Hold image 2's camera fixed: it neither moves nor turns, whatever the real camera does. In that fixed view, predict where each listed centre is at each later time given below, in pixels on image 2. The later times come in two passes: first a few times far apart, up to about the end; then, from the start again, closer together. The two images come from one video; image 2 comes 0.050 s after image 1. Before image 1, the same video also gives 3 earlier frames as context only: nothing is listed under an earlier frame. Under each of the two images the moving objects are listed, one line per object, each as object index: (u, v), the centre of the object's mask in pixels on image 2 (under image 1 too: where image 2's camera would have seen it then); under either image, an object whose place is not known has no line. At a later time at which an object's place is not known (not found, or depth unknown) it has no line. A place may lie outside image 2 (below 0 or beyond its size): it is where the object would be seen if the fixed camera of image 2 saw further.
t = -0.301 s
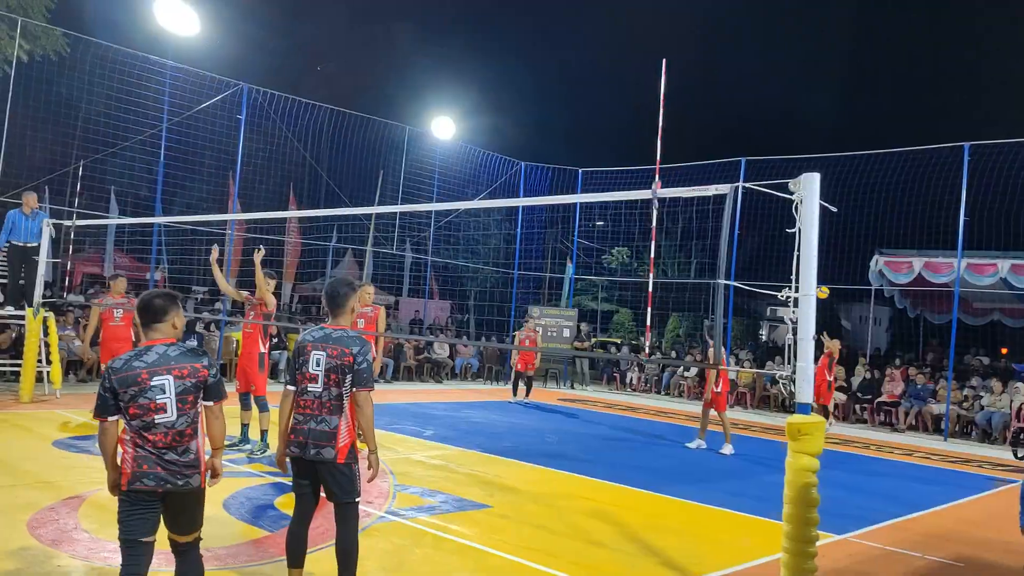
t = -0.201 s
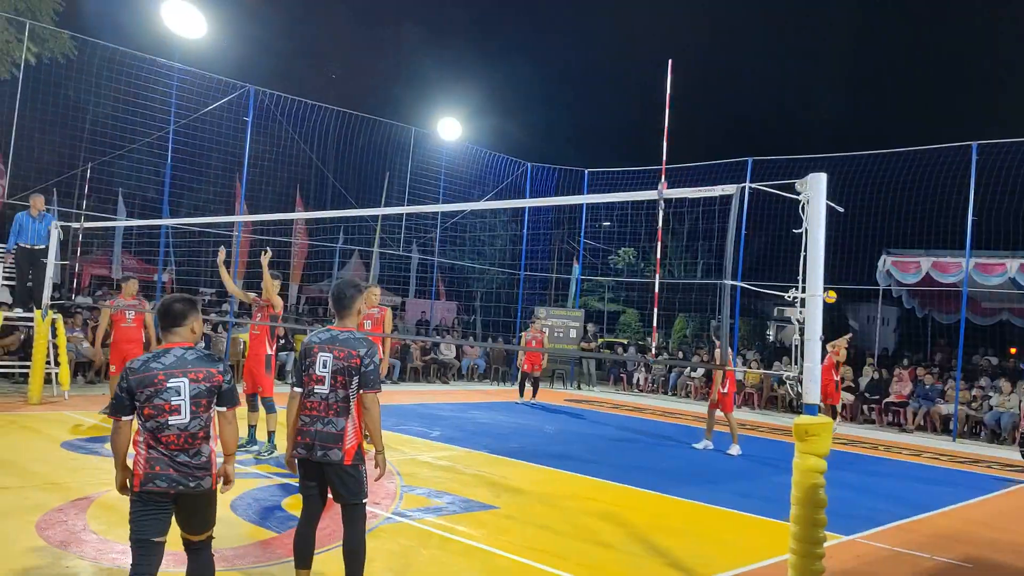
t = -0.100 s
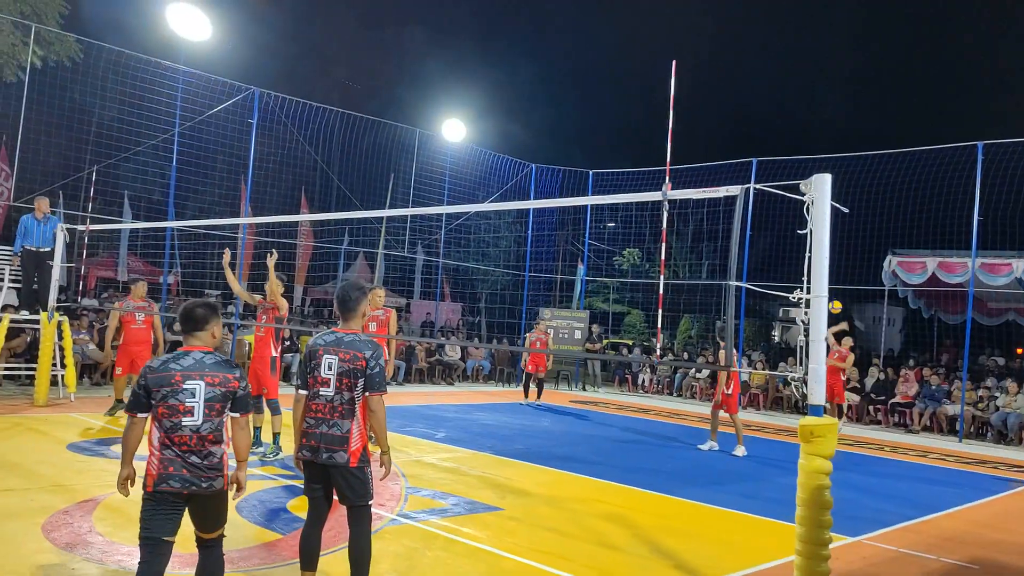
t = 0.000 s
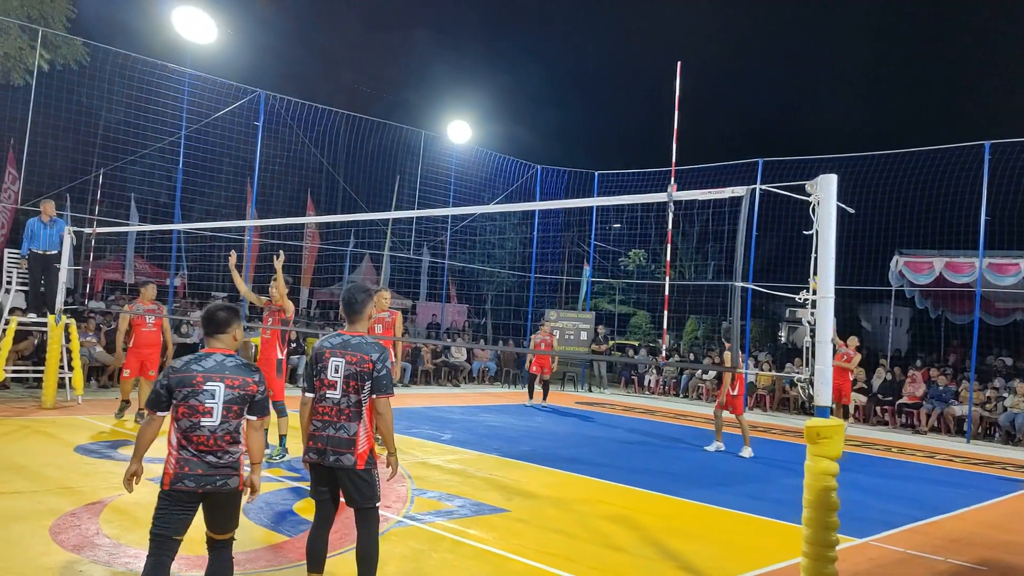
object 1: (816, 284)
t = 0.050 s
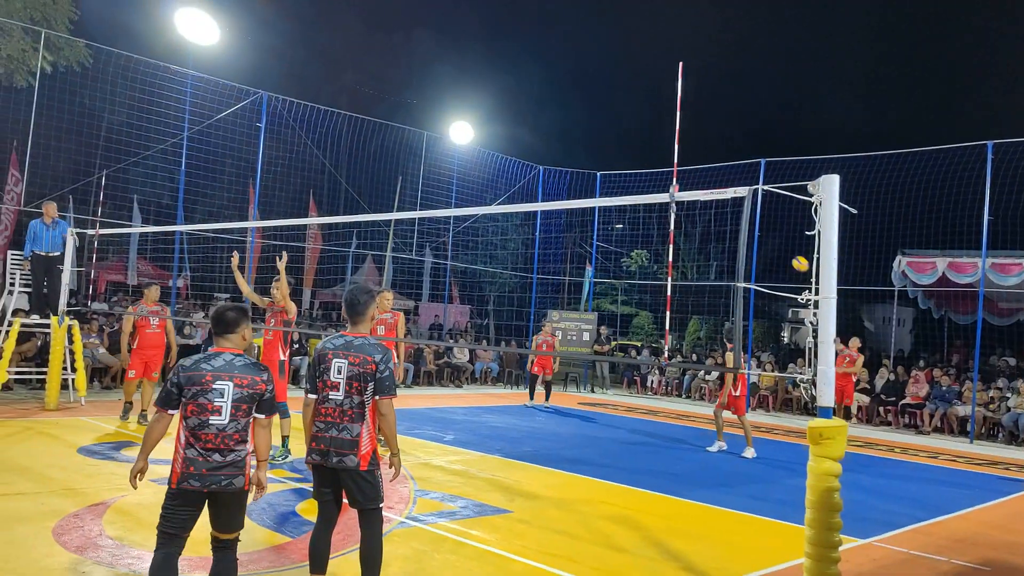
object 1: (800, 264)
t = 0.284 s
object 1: (695, 173)
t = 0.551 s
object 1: (531, 79)
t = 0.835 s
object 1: (262, 15)
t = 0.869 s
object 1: (222, 9)
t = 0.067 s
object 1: (794, 257)
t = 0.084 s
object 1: (787, 250)
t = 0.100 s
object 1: (780, 244)
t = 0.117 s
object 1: (773, 238)
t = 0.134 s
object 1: (766, 231)
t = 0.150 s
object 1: (759, 224)
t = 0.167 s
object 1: (753, 218)
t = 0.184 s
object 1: (742, 210)
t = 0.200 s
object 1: (735, 205)
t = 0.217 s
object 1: (729, 201)
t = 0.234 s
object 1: (718, 187)
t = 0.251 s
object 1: (711, 184)
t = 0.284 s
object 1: (695, 173)
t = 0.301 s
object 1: (686, 167)
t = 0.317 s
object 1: (678, 160)
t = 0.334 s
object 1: (668, 154)
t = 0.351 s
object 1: (659, 148)
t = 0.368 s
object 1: (650, 142)
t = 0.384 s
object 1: (640, 136)
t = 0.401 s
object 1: (631, 129)
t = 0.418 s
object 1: (621, 123)
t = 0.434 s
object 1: (611, 117)
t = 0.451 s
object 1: (600, 111)
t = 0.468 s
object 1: (589, 106)
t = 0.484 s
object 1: (578, 100)
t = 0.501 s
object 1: (567, 94)
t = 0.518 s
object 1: (555, 89)
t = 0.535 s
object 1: (543, 84)
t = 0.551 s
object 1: (531, 79)
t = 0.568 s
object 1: (518, 74)
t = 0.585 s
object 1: (505, 69)
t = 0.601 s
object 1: (492, 64)
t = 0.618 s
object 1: (479, 59)
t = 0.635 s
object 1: (465, 55)
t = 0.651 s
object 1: (450, 51)
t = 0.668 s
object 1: (436, 47)
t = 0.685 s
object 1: (421, 43)
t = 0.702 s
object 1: (405, 39)
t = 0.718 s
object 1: (389, 36)
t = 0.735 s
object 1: (373, 32)
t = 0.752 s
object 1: (356, 29)
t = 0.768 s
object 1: (338, 26)
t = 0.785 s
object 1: (320, 23)
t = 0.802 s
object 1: (302, 20)
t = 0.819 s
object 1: (283, 17)
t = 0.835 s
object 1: (262, 15)
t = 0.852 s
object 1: (242, 12)
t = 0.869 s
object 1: (222, 9)
